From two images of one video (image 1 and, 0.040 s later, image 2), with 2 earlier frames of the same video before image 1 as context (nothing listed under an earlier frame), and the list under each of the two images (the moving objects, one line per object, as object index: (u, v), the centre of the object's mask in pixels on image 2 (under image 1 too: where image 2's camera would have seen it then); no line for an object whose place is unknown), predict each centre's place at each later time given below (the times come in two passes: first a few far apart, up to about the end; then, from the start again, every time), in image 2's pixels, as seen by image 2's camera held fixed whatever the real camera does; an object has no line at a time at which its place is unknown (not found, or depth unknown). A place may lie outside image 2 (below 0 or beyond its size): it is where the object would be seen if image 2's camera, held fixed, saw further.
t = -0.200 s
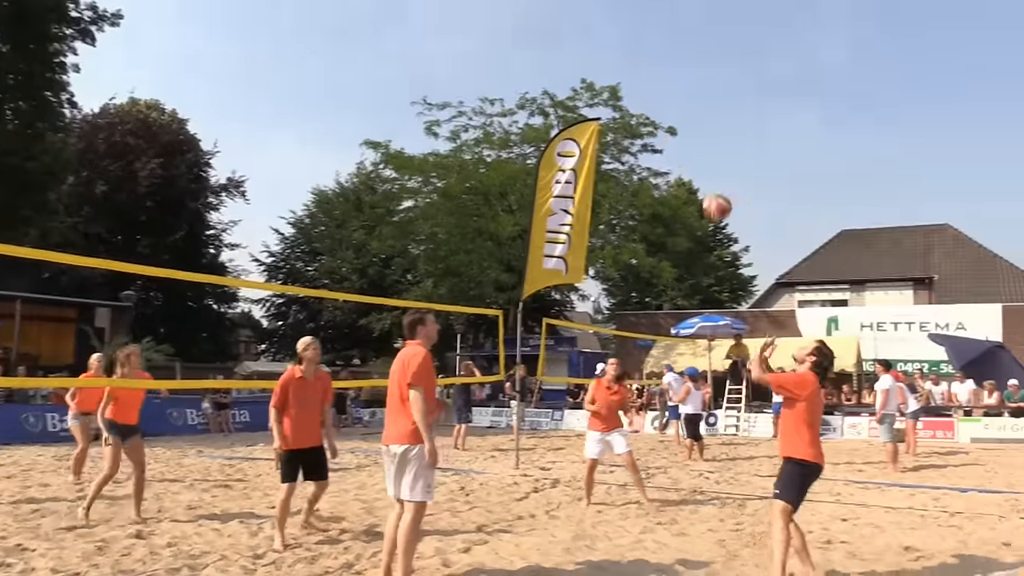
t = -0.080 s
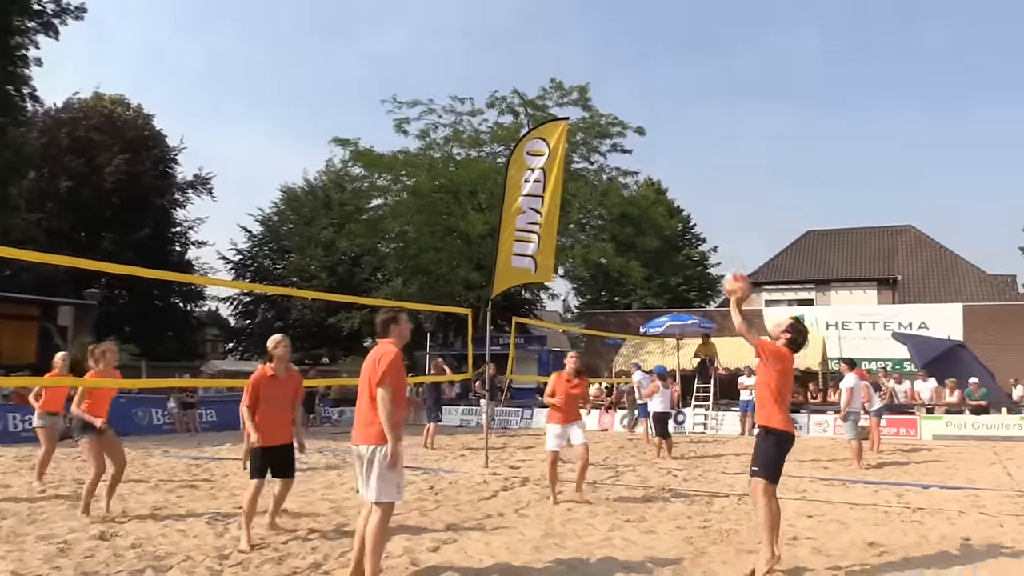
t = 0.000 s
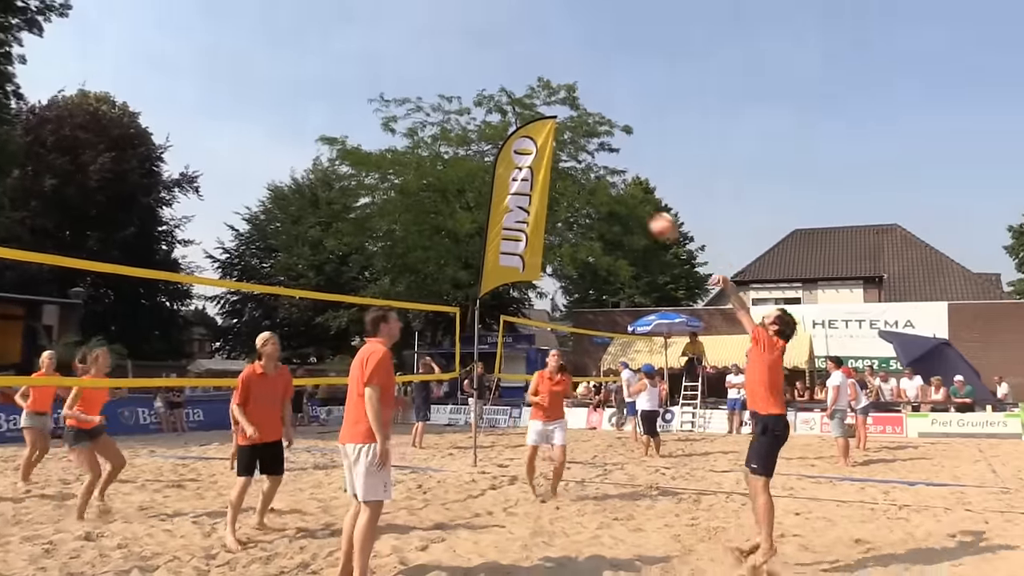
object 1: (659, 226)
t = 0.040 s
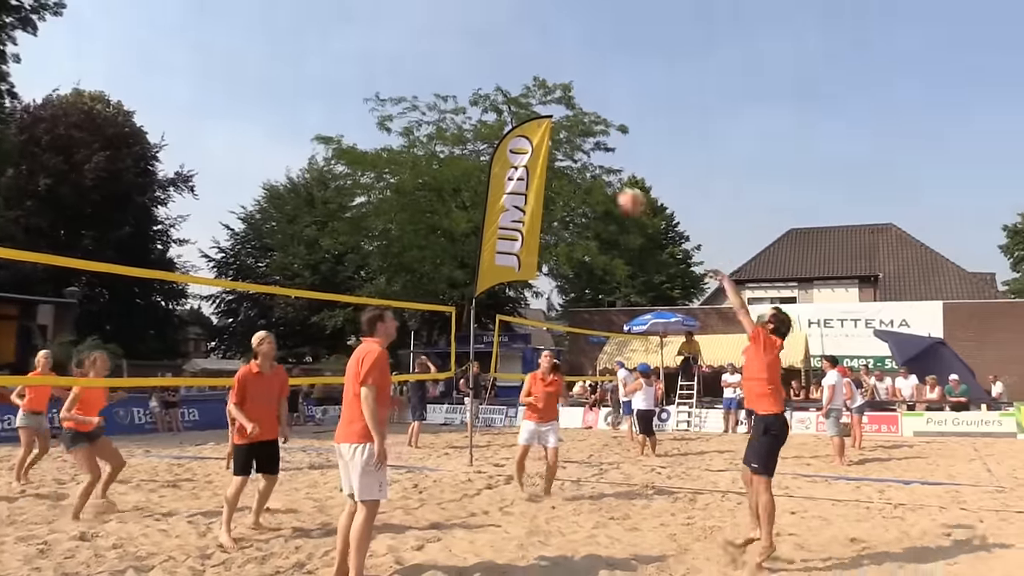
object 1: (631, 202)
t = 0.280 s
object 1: (482, 110)
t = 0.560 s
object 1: (344, 96)
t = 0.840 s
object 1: (237, 152)
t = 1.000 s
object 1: (184, 207)
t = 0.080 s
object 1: (605, 180)
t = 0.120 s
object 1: (578, 160)
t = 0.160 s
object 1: (551, 143)
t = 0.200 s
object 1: (527, 130)
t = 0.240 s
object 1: (504, 117)
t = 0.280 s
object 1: (482, 110)
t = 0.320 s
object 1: (460, 102)
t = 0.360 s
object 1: (439, 97)
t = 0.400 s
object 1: (418, 93)
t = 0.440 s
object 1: (399, 92)
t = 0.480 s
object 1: (380, 92)
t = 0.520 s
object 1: (362, 93)
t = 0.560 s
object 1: (344, 96)
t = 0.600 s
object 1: (327, 100)
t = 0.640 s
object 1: (311, 106)
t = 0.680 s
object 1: (295, 113)
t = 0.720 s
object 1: (280, 121)
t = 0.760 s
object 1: (265, 130)
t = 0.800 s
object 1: (250, 141)
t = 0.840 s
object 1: (237, 152)
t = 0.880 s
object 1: (223, 164)
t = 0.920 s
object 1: (210, 178)
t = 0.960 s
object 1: (197, 192)
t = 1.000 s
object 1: (184, 207)
